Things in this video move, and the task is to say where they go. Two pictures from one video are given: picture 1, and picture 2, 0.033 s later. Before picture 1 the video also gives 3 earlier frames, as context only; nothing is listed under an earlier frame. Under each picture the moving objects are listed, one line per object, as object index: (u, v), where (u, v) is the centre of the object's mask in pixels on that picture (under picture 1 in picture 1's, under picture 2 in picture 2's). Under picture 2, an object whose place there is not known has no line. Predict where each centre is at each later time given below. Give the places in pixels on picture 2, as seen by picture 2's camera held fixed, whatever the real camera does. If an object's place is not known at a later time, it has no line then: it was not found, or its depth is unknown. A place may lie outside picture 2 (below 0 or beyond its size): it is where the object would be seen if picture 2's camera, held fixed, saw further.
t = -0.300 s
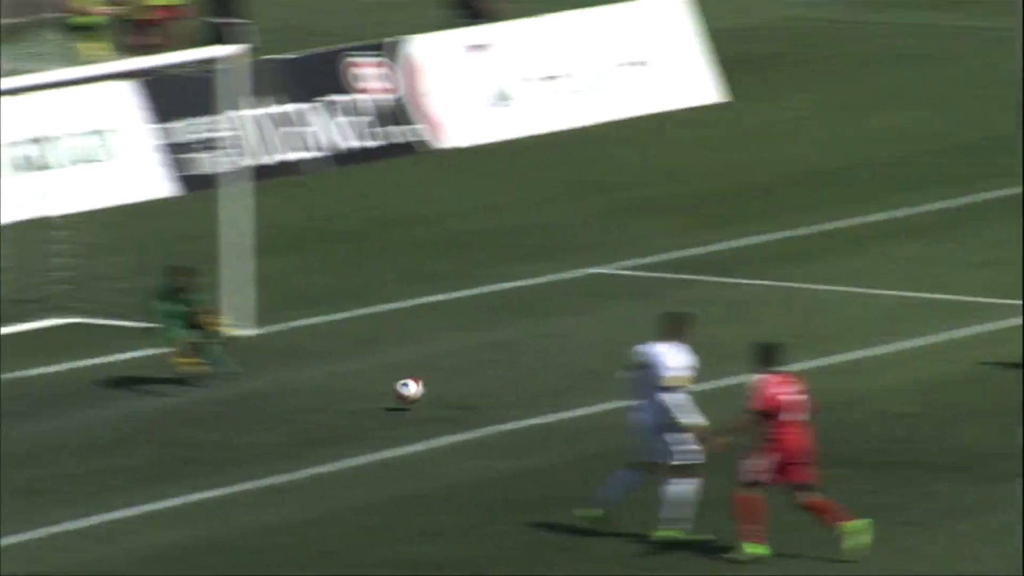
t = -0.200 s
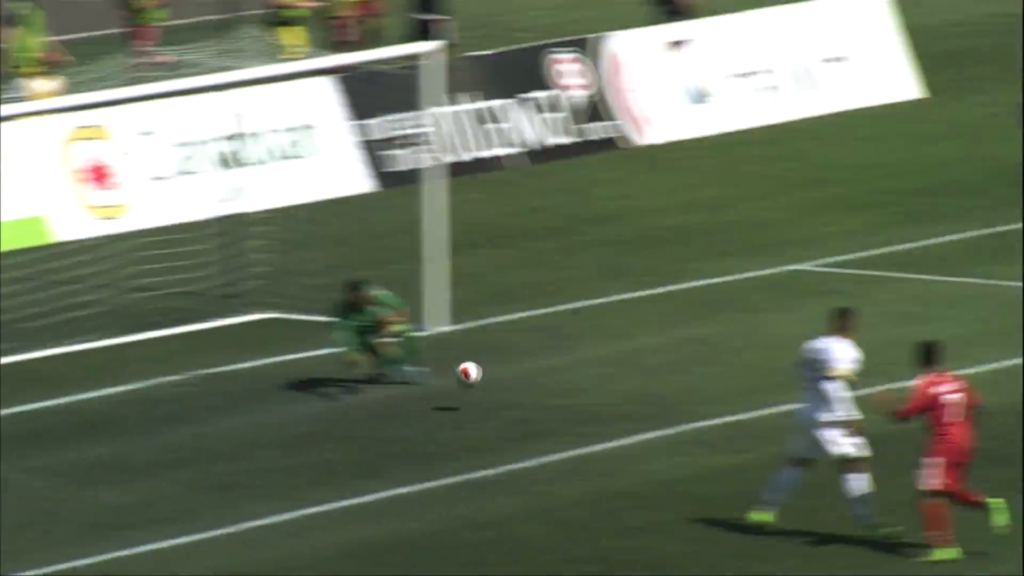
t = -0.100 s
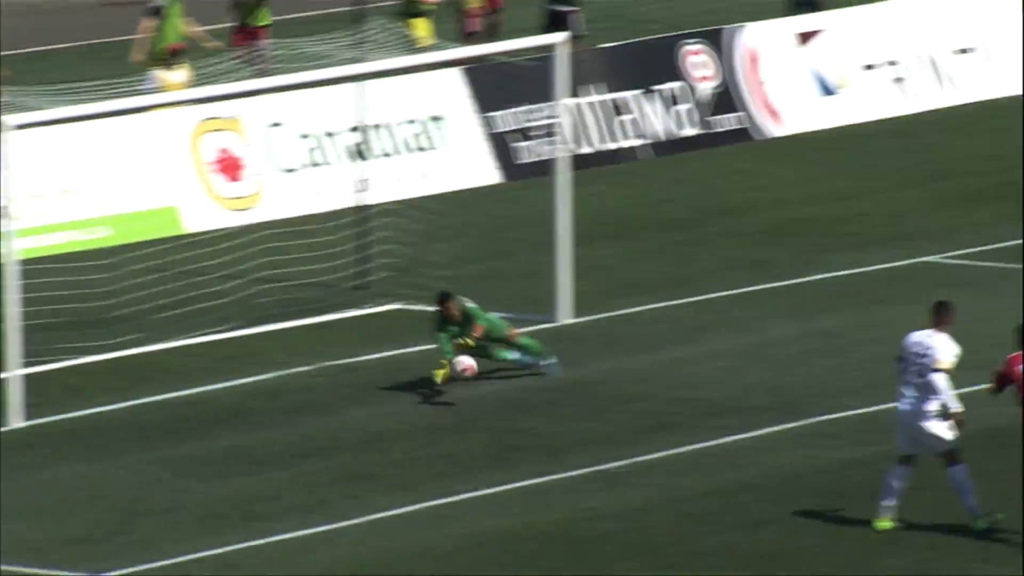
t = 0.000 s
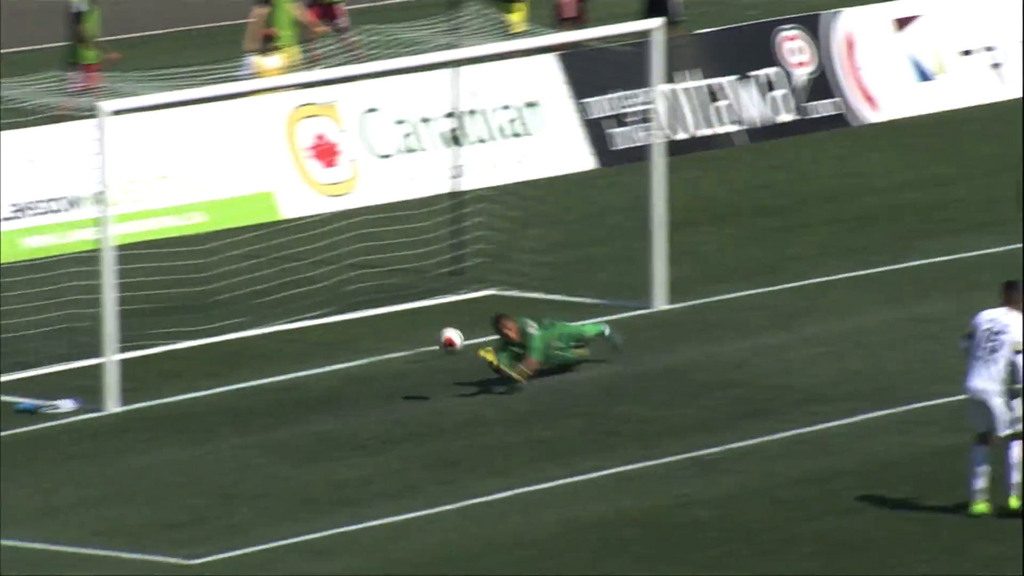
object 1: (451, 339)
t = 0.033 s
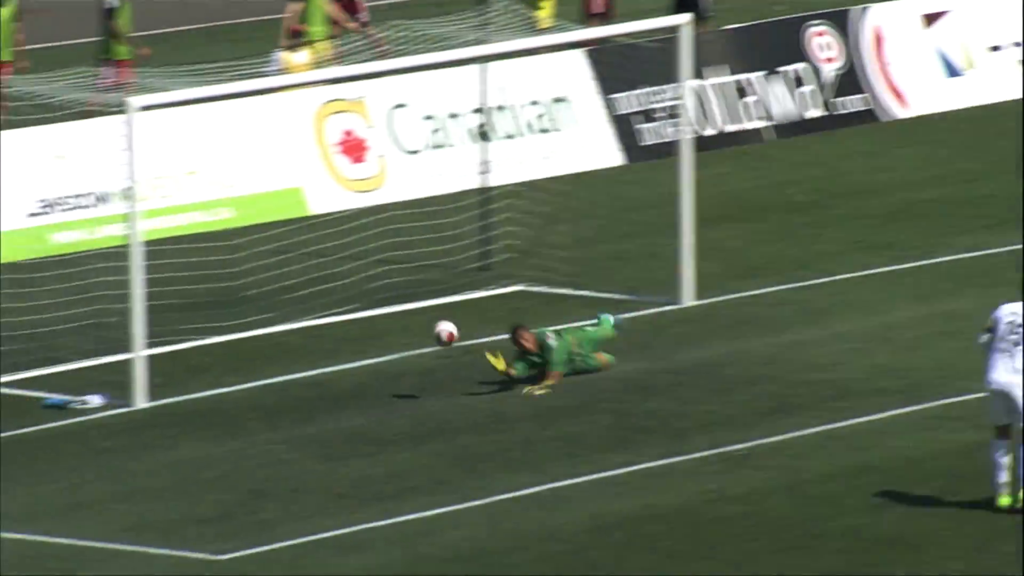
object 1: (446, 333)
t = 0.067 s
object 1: (411, 332)
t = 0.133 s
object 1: (345, 335)
